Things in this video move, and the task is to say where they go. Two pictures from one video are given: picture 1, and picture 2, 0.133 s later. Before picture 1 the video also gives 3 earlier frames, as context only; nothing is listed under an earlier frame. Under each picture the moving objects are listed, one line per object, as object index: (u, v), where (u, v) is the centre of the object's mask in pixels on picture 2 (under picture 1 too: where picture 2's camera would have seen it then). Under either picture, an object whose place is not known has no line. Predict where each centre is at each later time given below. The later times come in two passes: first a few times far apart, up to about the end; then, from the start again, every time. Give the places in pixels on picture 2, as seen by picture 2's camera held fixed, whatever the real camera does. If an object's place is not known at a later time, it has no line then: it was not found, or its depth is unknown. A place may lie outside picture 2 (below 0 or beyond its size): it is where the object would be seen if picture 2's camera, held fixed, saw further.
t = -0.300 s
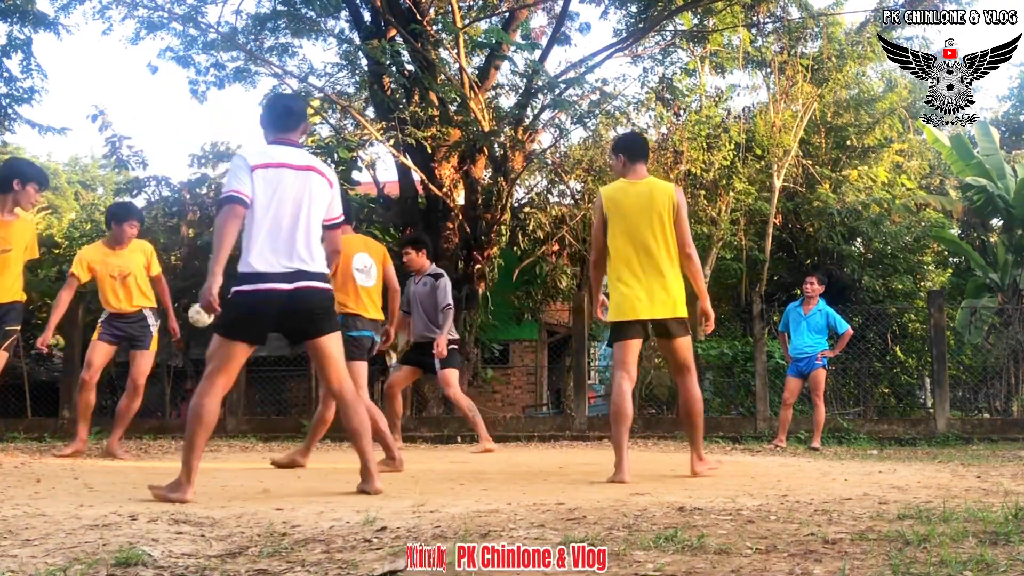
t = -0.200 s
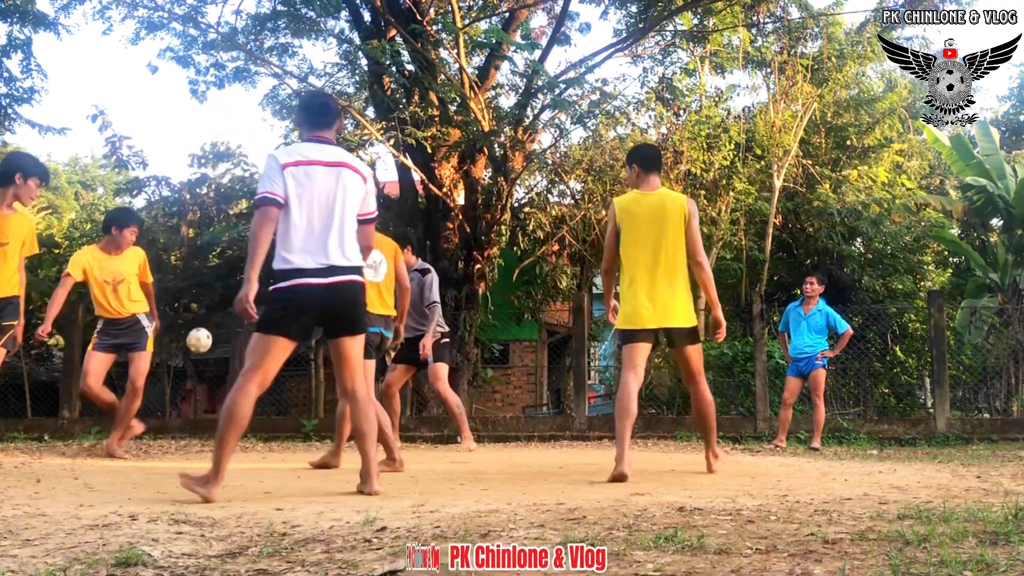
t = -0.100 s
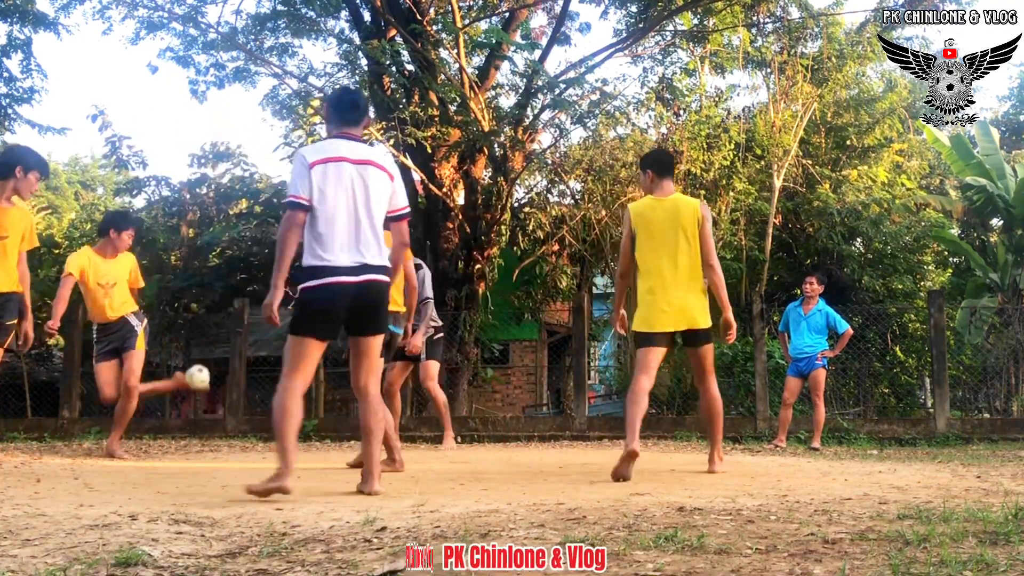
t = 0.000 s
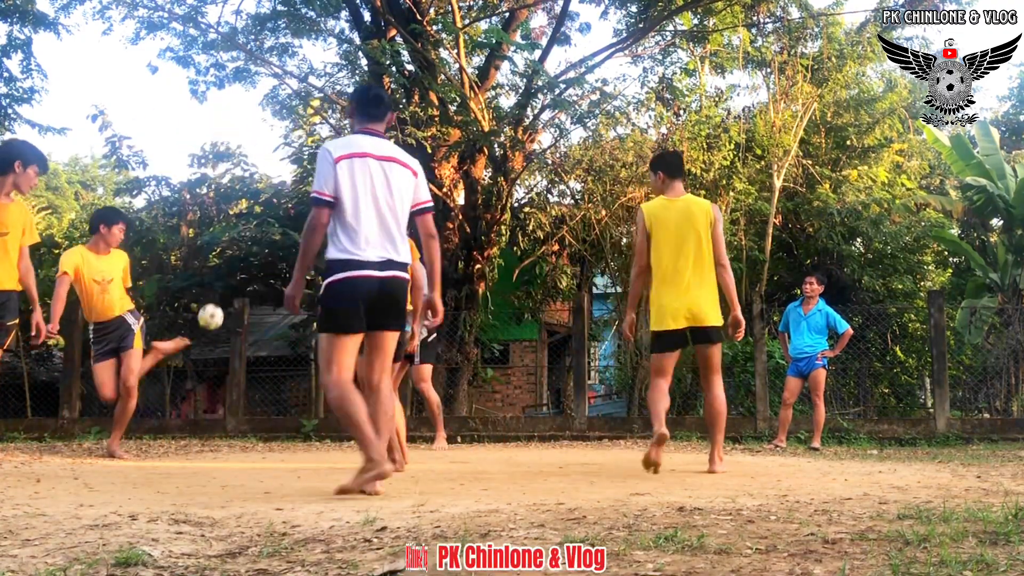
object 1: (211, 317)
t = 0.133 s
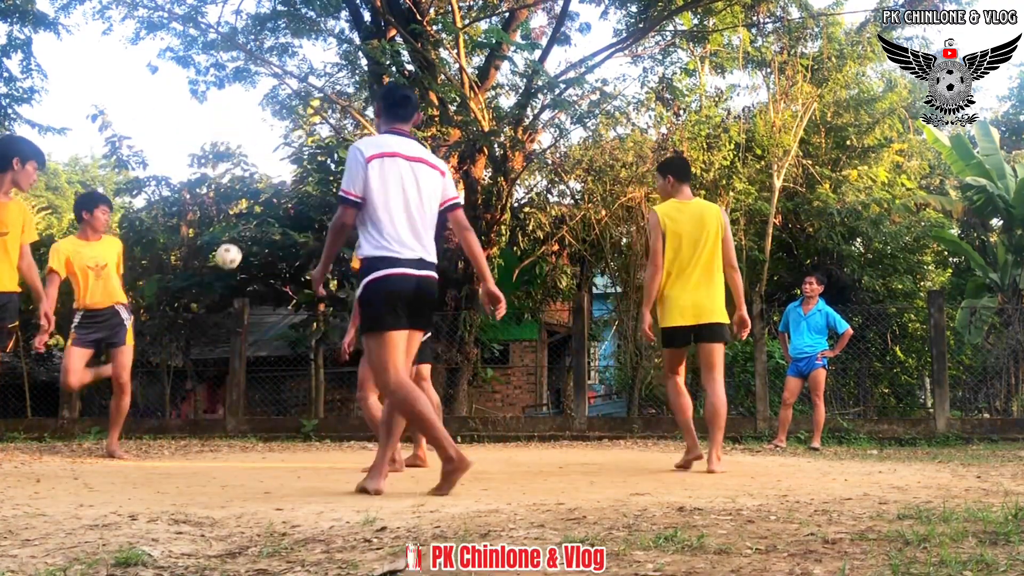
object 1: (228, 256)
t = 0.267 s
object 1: (246, 221)
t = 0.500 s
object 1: (276, 225)
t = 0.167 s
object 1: (233, 245)
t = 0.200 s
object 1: (237, 236)
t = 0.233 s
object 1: (241, 227)
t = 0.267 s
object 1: (246, 221)
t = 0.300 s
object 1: (250, 217)
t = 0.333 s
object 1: (254, 213)
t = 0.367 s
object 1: (259, 212)
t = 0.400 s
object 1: (263, 212)
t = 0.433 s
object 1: (267, 214)
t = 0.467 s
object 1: (272, 218)
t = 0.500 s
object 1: (276, 225)
